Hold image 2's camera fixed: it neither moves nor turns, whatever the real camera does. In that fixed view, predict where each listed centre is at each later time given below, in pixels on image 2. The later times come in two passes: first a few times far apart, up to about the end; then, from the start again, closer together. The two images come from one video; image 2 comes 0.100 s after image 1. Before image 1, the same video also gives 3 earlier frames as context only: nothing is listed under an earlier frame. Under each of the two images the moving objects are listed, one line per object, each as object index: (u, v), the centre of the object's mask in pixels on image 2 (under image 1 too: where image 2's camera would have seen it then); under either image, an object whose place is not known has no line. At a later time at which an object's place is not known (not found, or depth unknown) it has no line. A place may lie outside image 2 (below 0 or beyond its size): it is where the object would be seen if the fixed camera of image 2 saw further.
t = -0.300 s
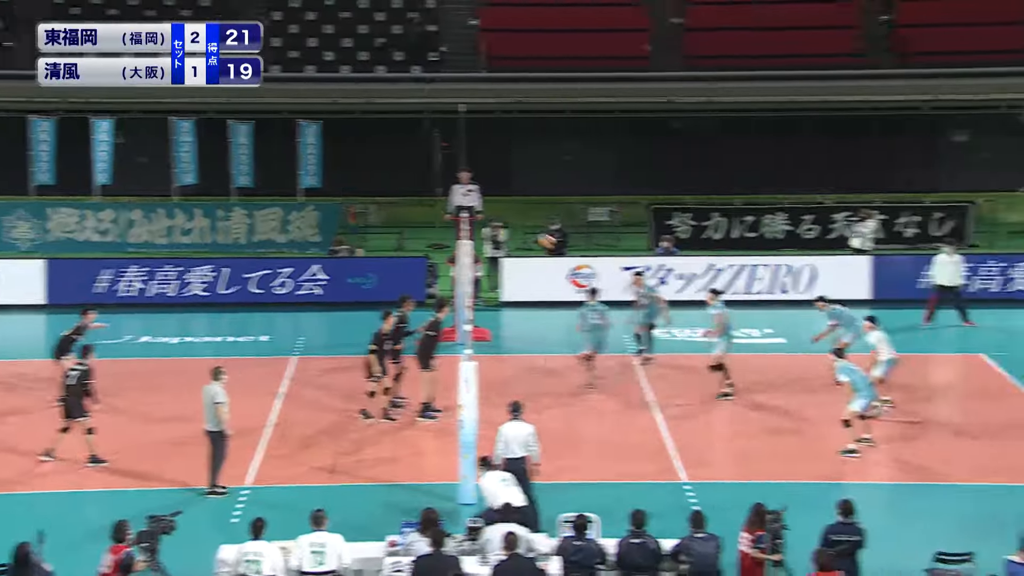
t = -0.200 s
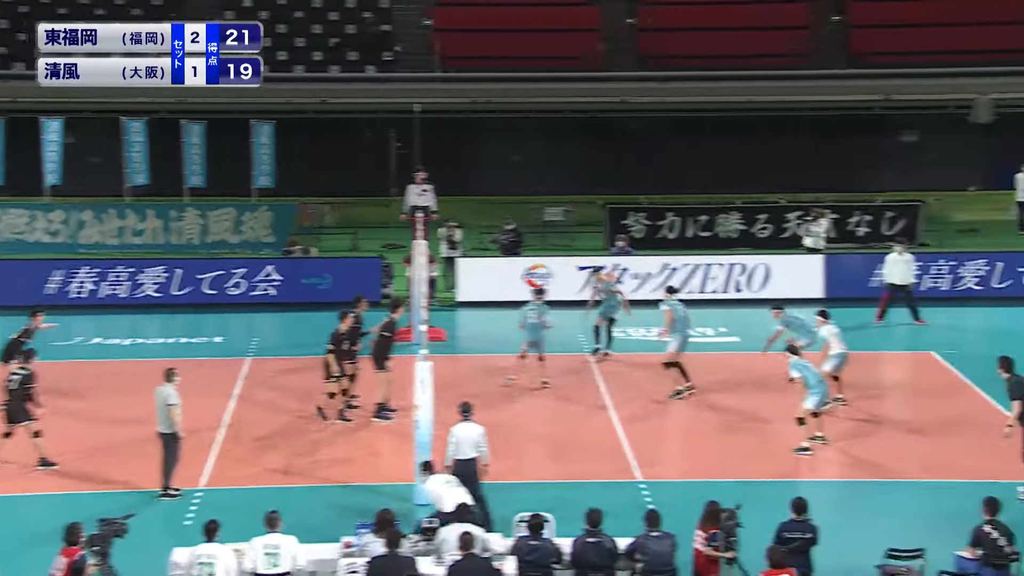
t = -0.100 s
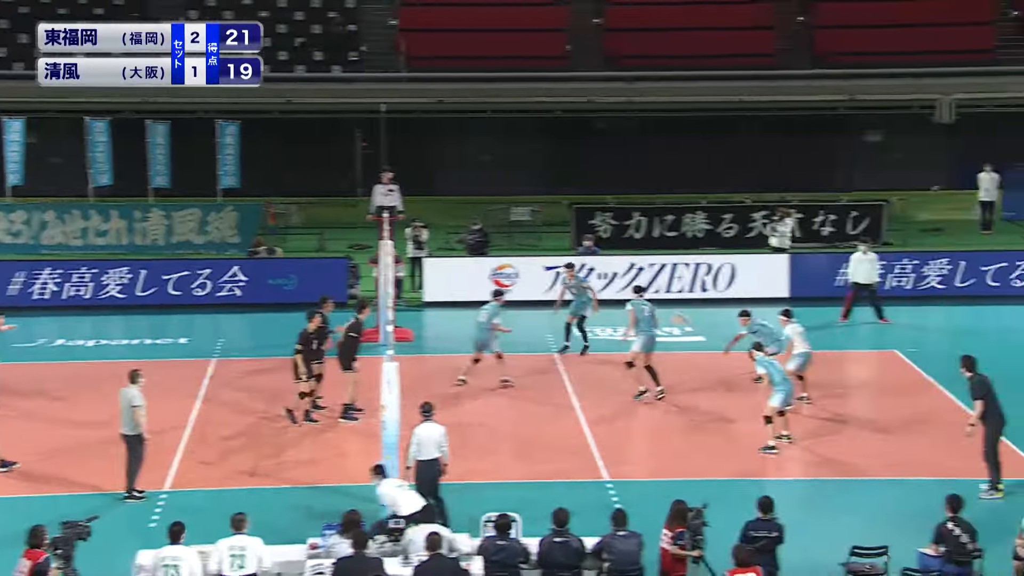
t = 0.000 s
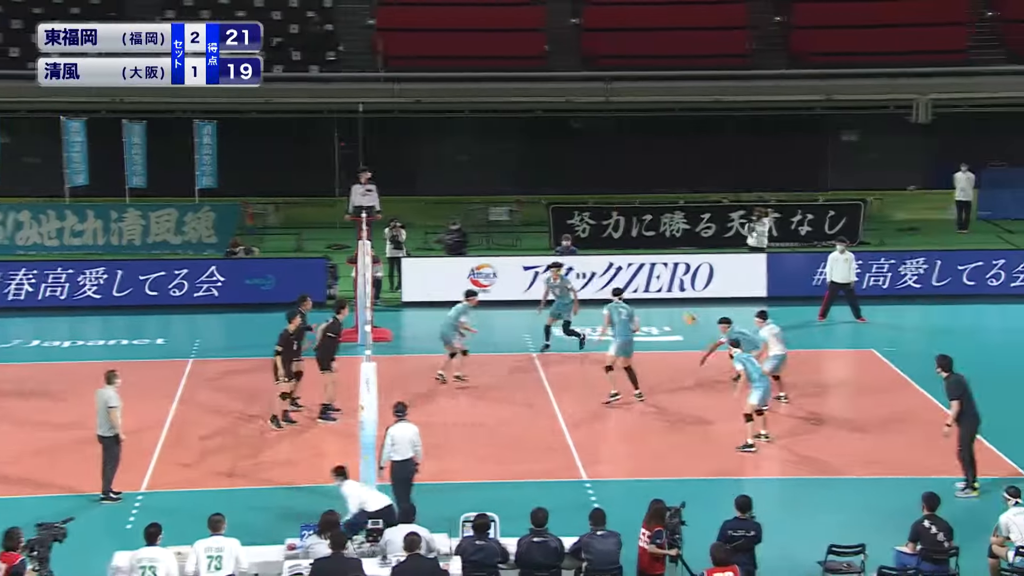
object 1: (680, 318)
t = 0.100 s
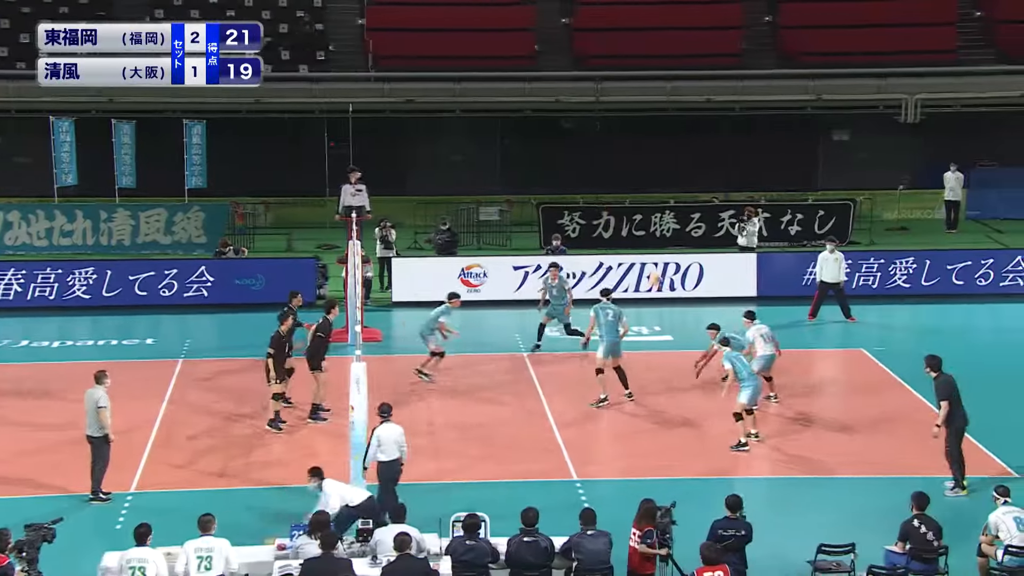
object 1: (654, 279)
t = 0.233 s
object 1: (624, 237)
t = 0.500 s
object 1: (564, 179)
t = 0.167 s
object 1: (639, 256)
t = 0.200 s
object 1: (631, 246)
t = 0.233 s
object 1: (624, 237)
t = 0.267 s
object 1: (616, 227)
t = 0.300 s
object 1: (608, 219)
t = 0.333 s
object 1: (600, 210)
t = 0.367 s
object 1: (592, 203)
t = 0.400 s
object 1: (586, 195)
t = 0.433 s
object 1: (579, 190)
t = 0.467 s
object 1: (571, 185)
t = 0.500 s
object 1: (564, 179)
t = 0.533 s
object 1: (557, 175)
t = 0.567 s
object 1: (550, 172)
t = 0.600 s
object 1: (543, 169)
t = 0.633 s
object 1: (537, 166)
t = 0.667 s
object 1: (530, 164)
